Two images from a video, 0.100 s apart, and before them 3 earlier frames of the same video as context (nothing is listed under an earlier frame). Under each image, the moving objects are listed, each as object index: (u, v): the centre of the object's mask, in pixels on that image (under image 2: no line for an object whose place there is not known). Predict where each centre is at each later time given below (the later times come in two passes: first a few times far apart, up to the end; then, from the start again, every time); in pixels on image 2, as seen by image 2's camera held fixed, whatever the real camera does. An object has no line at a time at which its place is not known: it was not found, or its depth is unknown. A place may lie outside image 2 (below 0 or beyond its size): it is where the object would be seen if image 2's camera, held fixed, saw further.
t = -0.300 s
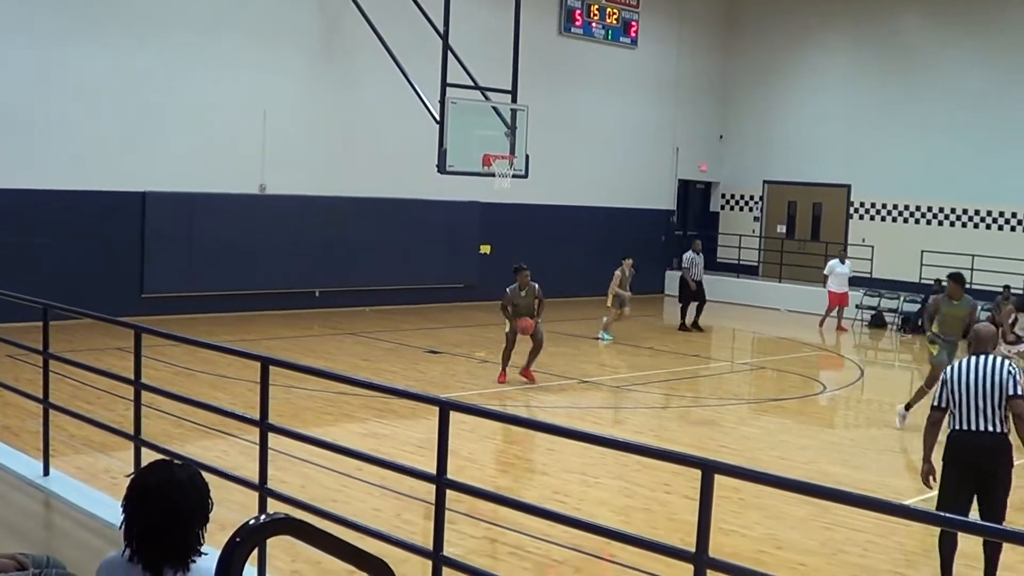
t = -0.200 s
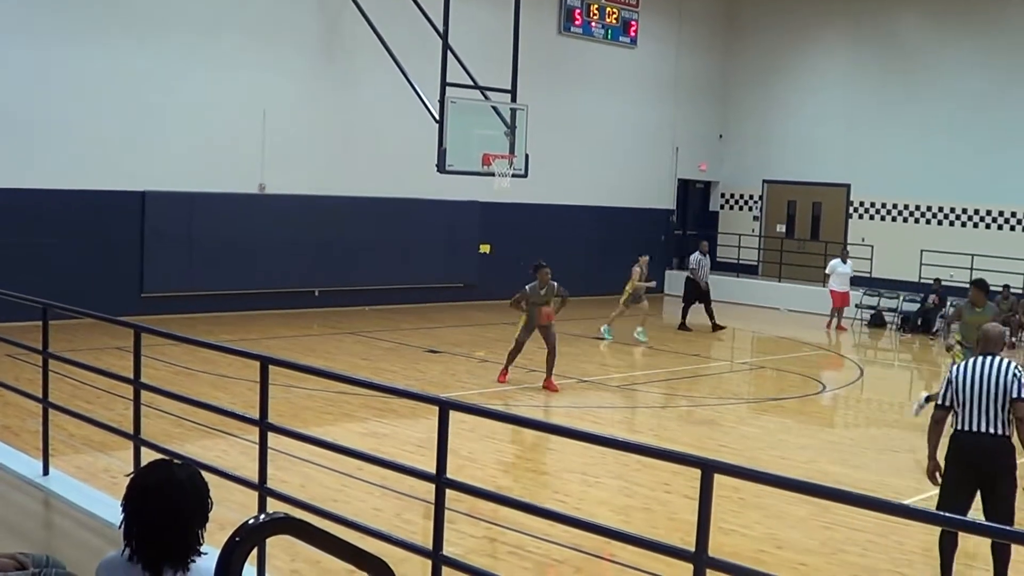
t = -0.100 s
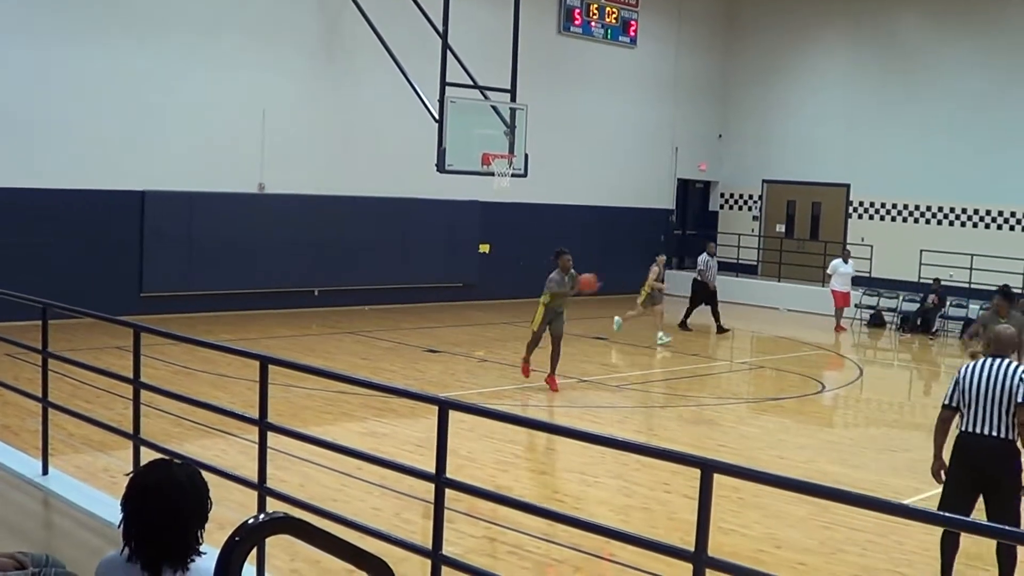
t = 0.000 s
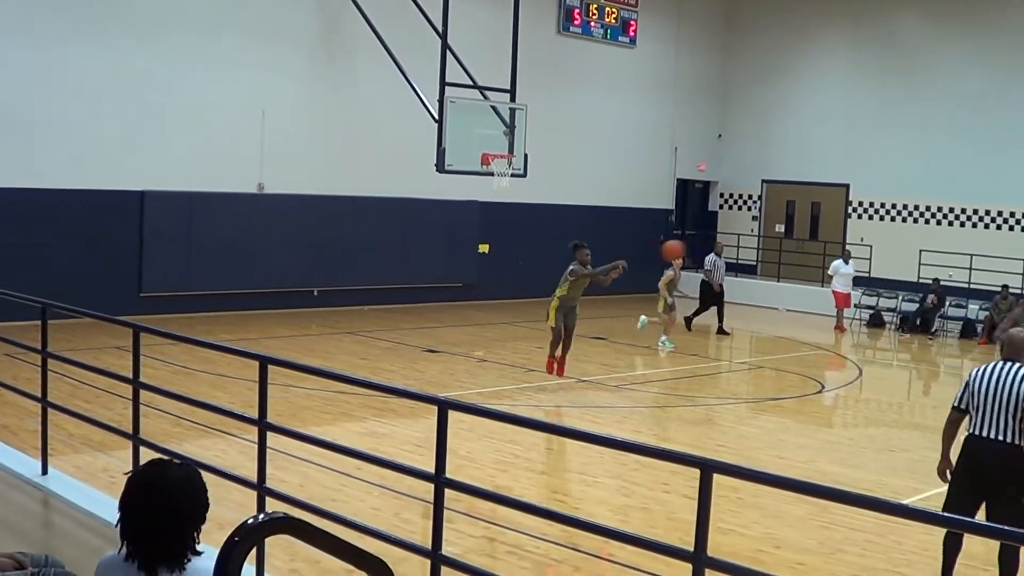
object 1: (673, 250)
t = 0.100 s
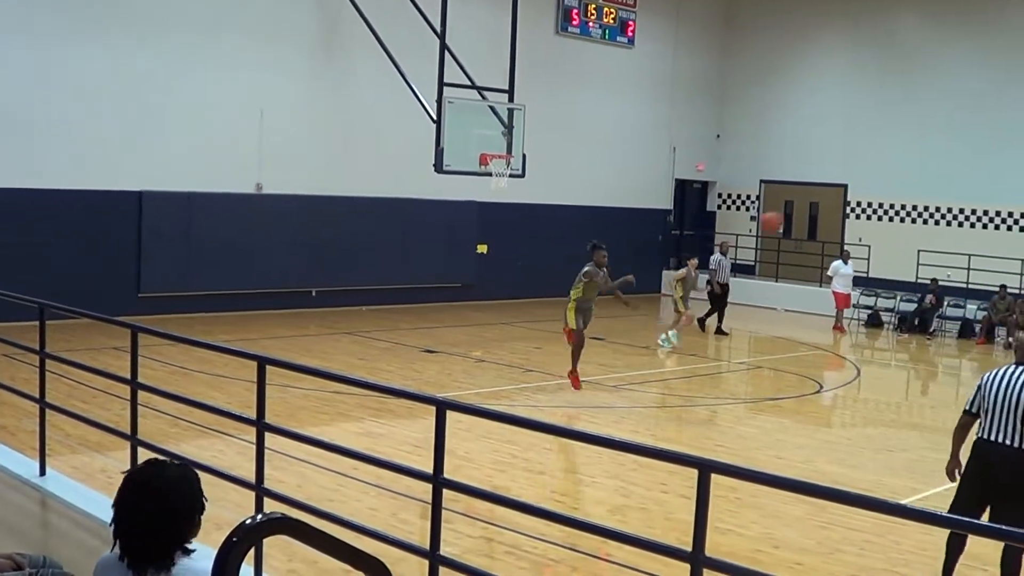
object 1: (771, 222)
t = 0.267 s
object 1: (964, 189)
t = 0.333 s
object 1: (1058, 180)
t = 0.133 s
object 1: (807, 213)
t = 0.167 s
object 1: (844, 207)
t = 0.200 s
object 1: (882, 201)
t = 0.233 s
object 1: (922, 194)
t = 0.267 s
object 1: (964, 189)
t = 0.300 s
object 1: (1009, 184)
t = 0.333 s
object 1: (1058, 180)
